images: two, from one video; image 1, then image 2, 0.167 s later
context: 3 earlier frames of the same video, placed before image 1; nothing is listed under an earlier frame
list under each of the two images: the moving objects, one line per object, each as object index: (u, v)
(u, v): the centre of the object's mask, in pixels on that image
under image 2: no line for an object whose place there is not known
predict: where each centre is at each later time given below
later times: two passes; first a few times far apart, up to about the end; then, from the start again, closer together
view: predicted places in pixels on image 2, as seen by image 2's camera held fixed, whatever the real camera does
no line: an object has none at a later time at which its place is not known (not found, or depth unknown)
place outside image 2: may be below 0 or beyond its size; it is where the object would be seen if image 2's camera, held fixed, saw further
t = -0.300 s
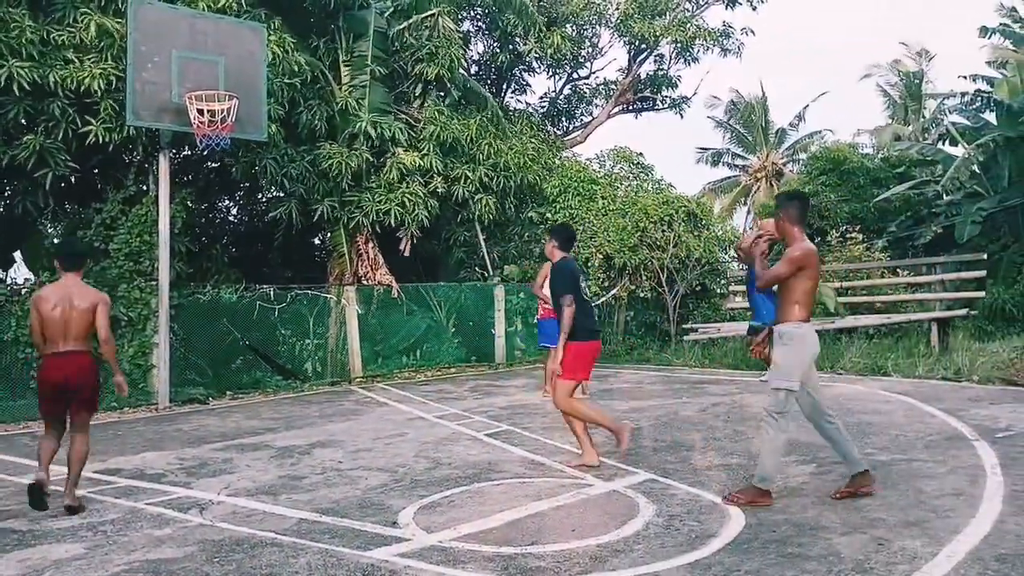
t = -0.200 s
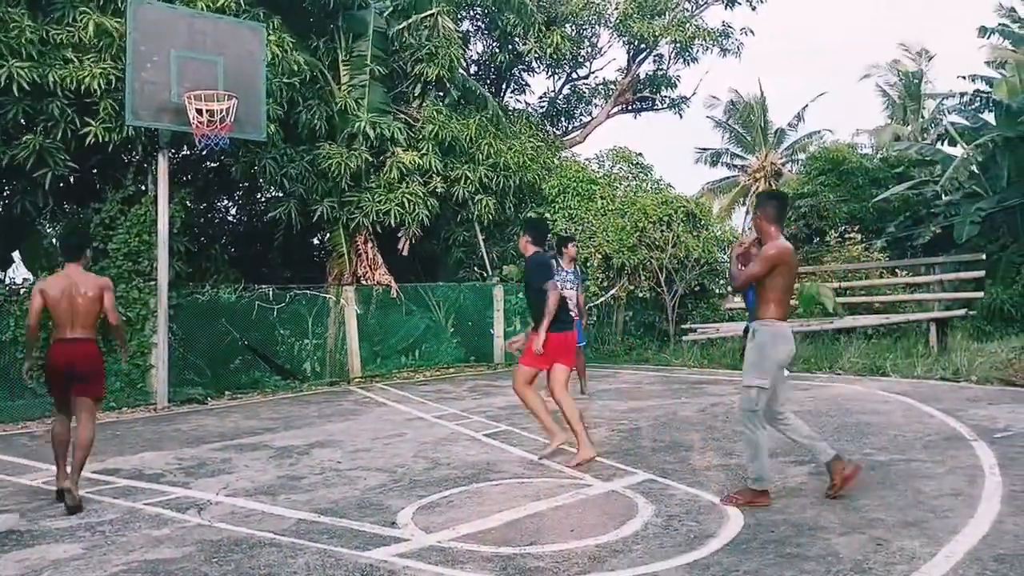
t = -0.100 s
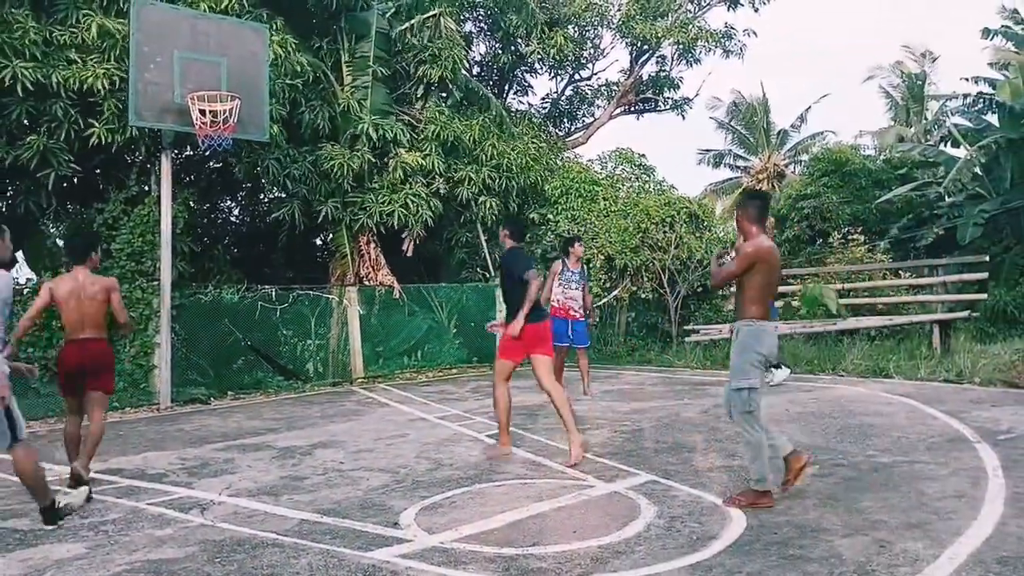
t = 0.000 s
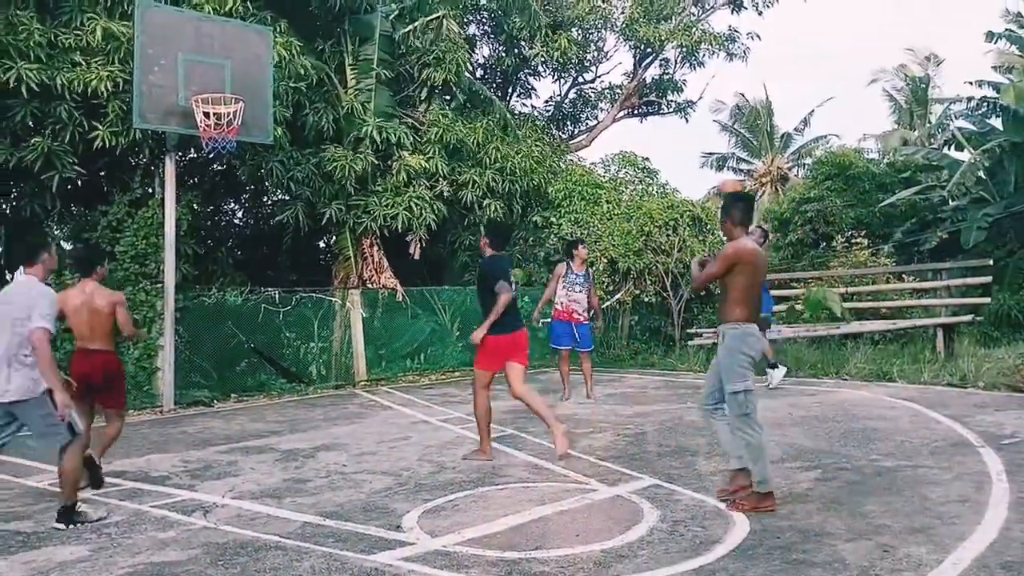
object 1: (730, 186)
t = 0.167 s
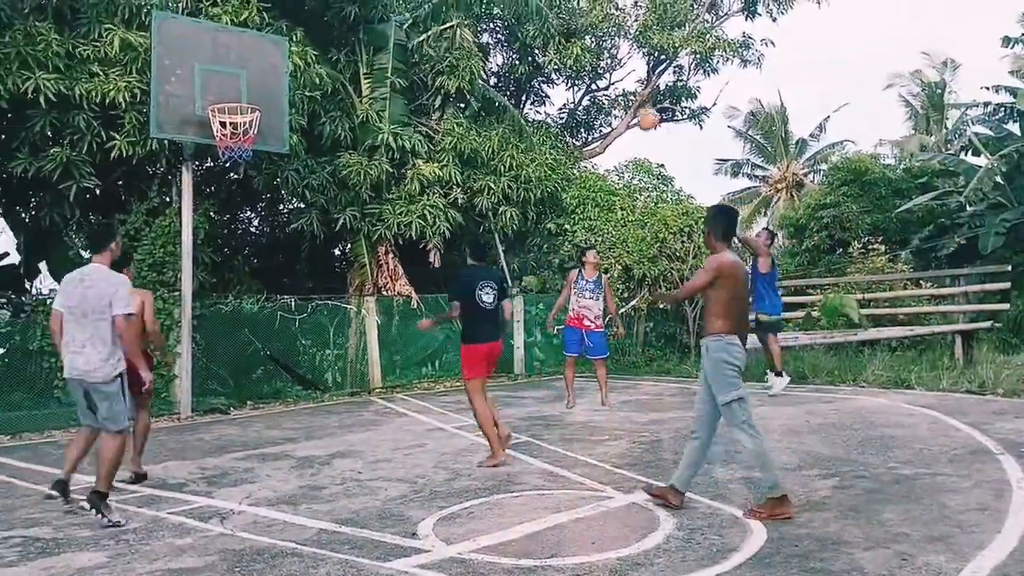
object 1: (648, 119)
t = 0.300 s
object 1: (571, 77)
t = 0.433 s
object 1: (492, 52)
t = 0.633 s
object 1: (373, 43)
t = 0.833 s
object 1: (251, 76)
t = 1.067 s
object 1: (238, 85)
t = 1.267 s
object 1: (265, 81)
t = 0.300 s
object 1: (571, 77)
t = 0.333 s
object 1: (551, 69)
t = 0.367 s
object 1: (532, 62)
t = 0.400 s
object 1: (512, 57)
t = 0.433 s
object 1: (492, 52)
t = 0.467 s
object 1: (473, 48)
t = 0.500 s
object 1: (452, 45)
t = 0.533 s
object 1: (433, 43)
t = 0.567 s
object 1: (413, 42)
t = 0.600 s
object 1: (393, 42)
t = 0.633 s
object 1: (373, 43)
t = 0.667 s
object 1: (353, 46)
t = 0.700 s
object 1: (333, 50)
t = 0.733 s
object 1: (313, 54)
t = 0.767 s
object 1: (293, 61)
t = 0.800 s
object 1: (271, 68)
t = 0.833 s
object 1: (251, 76)
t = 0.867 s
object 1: (243, 81)
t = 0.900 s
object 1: (237, 85)
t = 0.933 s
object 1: (231, 90)
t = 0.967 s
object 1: (226, 94)
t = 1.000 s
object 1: (228, 95)
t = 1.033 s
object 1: (232, 89)
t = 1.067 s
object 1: (238, 85)
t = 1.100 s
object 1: (242, 82)
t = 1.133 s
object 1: (247, 79)
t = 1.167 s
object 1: (251, 78)
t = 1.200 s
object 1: (256, 78)
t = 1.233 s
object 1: (261, 79)
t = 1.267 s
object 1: (265, 81)
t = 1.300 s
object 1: (270, 85)
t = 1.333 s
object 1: (275, 89)
